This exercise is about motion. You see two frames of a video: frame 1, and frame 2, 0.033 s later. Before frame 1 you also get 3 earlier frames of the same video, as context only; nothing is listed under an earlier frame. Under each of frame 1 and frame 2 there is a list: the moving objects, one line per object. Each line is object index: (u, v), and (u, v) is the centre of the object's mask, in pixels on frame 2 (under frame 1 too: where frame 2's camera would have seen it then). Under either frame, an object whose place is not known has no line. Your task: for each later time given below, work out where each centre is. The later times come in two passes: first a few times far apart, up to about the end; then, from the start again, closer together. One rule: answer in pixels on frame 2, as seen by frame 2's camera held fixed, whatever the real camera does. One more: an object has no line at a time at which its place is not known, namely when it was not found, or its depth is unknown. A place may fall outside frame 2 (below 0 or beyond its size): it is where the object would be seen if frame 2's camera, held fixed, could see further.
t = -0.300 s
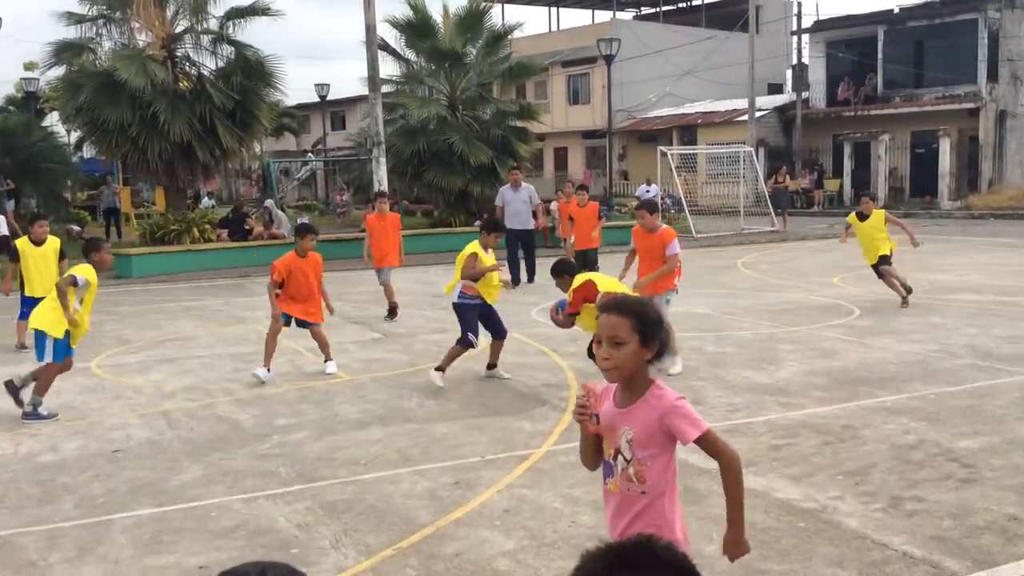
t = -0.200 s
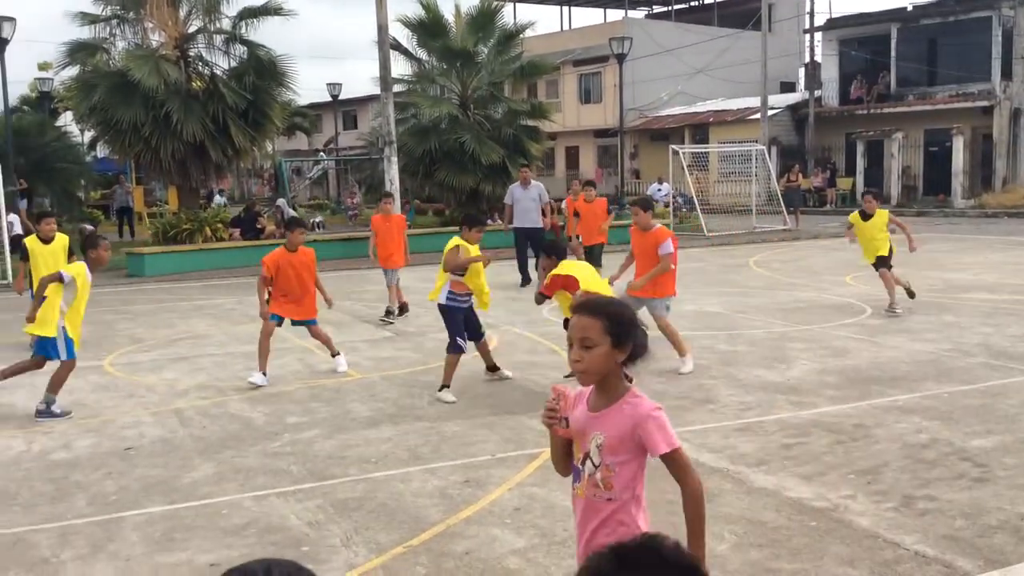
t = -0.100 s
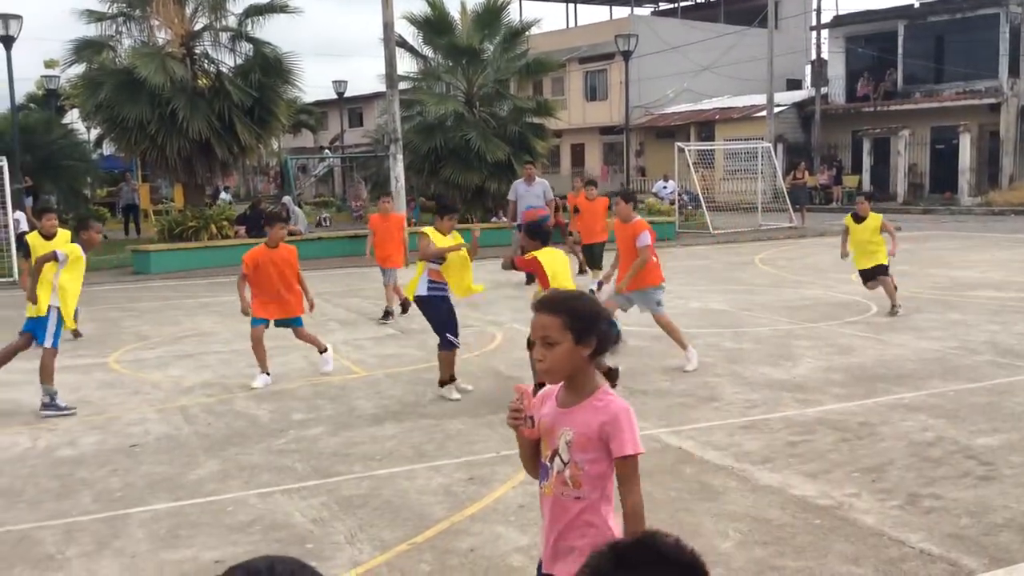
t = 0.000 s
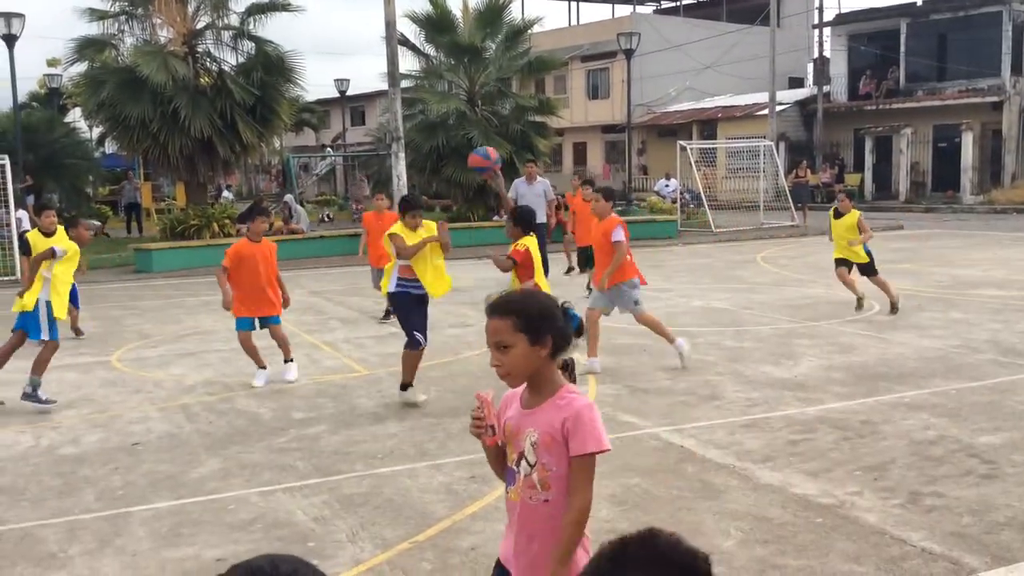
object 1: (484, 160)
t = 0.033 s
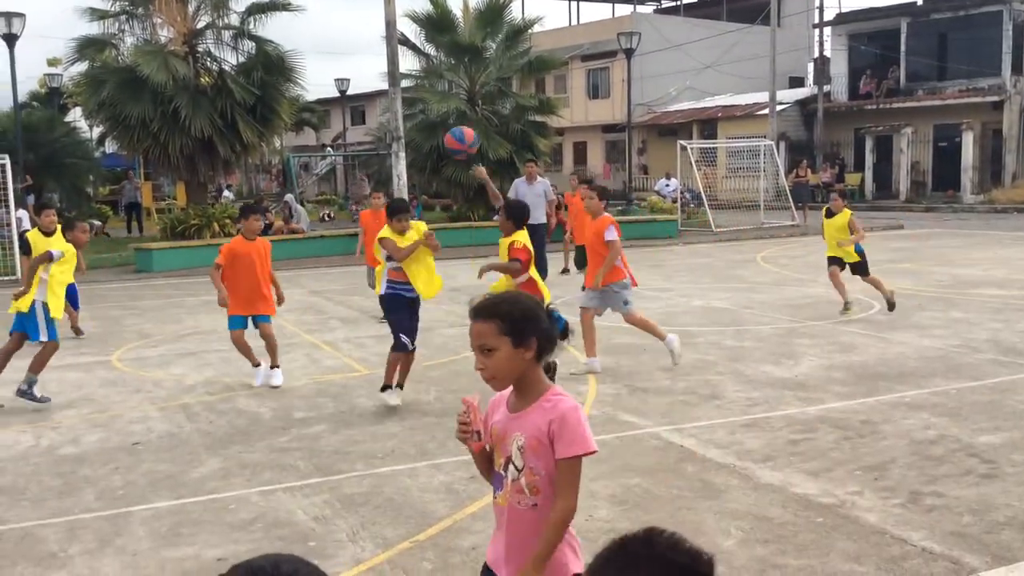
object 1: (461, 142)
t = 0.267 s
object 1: (290, 46)
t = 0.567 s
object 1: (66, 40)
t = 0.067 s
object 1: (437, 122)
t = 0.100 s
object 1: (413, 107)
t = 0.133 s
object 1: (388, 91)
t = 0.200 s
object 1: (339, 66)
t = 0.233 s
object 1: (314, 55)
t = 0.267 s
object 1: (290, 46)
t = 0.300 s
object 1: (265, 39)
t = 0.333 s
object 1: (240, 33)
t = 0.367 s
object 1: (214, 28)
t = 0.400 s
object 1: (190, 25)
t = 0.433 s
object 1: (165, 24)
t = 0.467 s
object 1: (141, 25)
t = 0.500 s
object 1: (116, 28)
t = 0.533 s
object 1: (91, 32)
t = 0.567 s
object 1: (66, 40)
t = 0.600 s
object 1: (42, 48)
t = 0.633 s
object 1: (18, 59)
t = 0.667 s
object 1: (5, 72)
